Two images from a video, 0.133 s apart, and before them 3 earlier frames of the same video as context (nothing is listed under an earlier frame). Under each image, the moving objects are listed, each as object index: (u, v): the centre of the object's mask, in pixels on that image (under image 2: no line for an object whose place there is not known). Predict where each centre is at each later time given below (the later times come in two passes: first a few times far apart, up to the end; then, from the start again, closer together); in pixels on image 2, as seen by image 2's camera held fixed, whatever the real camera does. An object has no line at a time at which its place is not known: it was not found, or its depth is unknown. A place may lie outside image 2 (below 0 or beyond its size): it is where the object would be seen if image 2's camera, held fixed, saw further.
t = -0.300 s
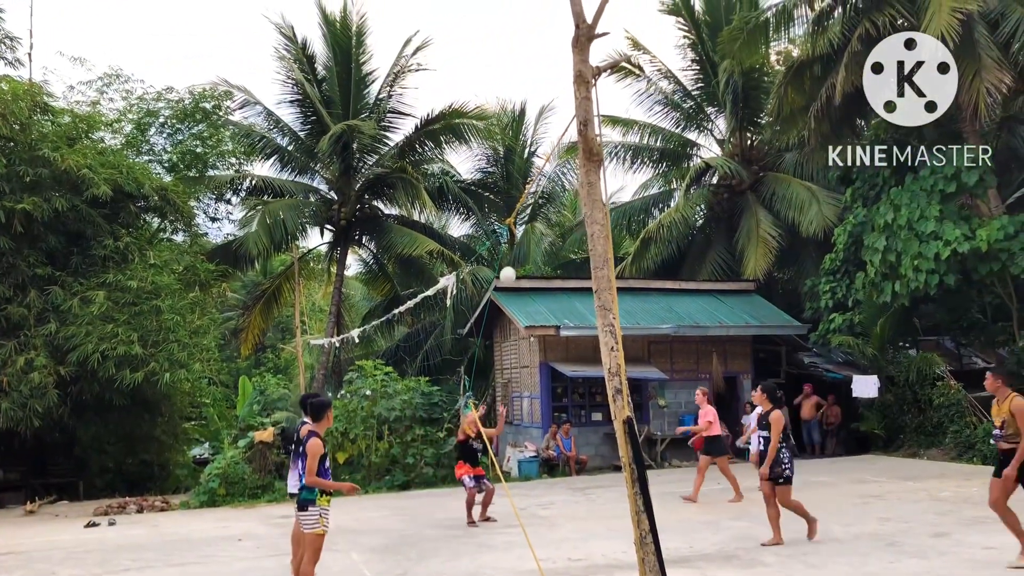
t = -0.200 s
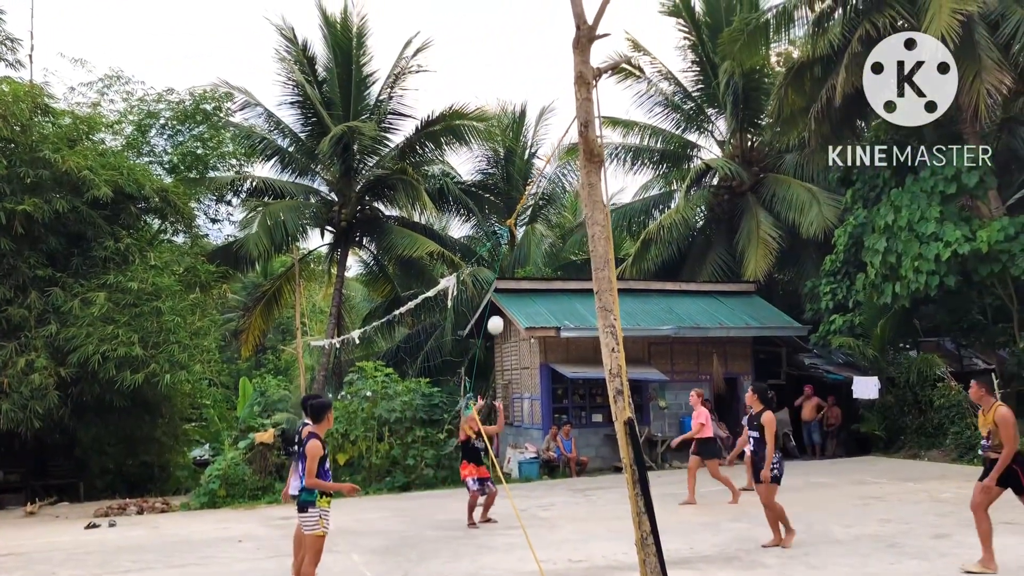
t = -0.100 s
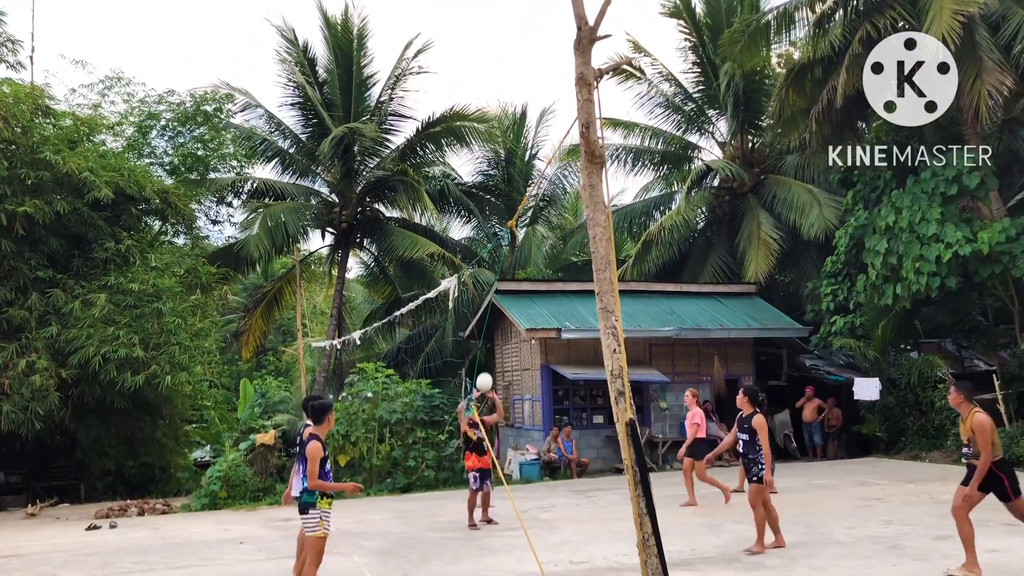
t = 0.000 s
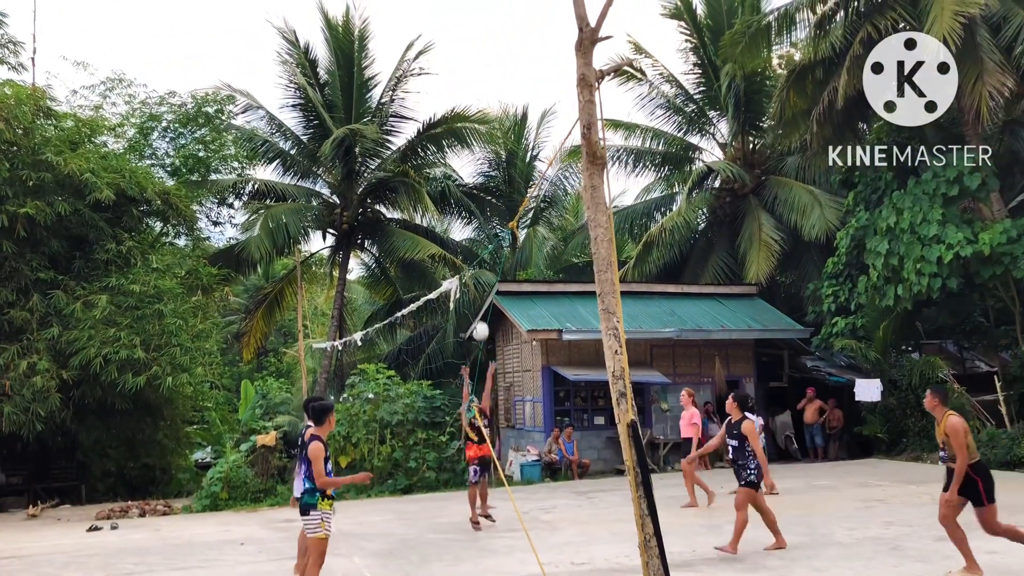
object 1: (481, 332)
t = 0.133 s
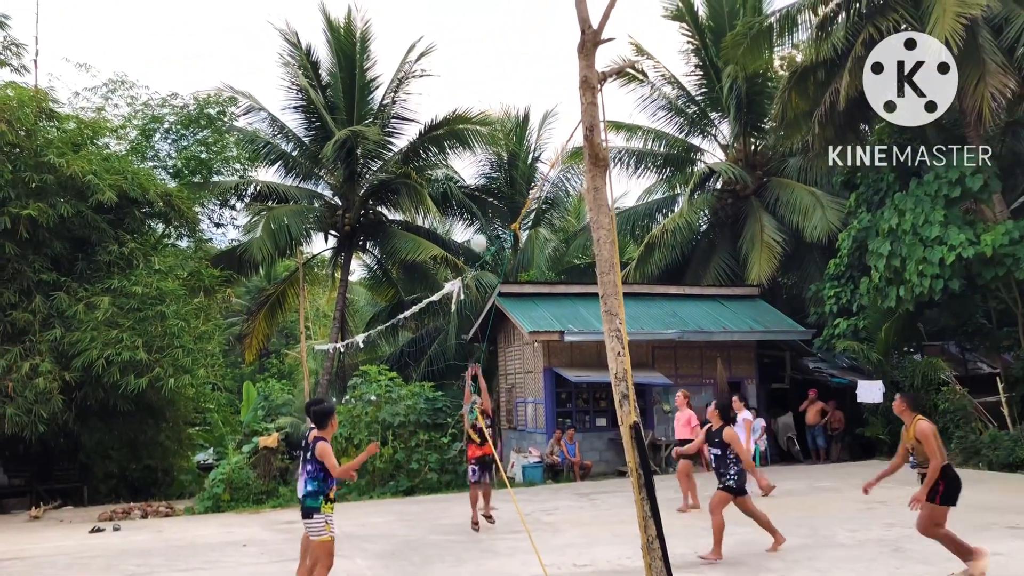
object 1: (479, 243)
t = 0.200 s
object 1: (476, 203)
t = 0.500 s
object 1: (471, 69)
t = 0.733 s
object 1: (465, 11)
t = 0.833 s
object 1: (462, -2)
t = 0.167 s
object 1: (478, 222)
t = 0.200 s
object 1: (476, 203)
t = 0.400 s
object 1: (473, 106)
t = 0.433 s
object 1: (472, 93)
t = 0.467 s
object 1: (471, 80)
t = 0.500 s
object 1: (471, 69)
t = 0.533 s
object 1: (470, 58)
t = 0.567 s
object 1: (469, 48)
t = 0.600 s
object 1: (468, 39)
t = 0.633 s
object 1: (468, 31)
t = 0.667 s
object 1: (467, 23)
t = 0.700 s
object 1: (466, 17)
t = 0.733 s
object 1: (465, 11)
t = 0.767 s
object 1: (464, 6)
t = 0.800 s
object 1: (463, 2)
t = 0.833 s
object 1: (462, -2)
